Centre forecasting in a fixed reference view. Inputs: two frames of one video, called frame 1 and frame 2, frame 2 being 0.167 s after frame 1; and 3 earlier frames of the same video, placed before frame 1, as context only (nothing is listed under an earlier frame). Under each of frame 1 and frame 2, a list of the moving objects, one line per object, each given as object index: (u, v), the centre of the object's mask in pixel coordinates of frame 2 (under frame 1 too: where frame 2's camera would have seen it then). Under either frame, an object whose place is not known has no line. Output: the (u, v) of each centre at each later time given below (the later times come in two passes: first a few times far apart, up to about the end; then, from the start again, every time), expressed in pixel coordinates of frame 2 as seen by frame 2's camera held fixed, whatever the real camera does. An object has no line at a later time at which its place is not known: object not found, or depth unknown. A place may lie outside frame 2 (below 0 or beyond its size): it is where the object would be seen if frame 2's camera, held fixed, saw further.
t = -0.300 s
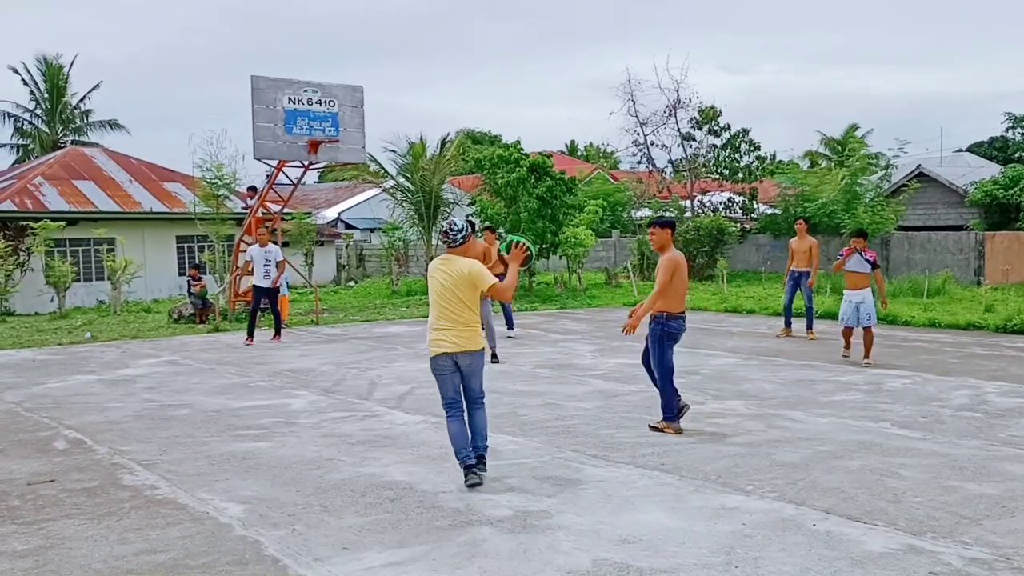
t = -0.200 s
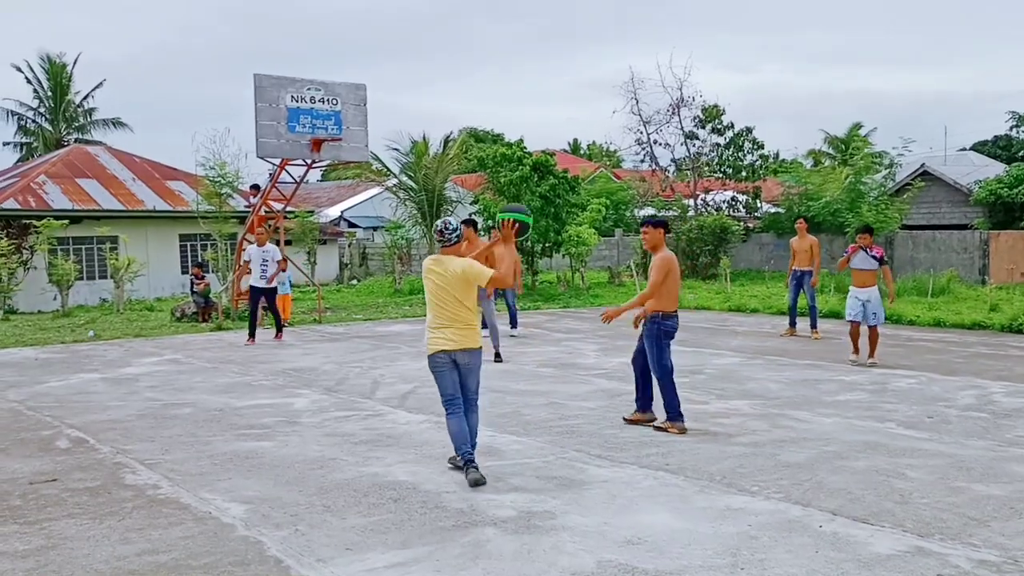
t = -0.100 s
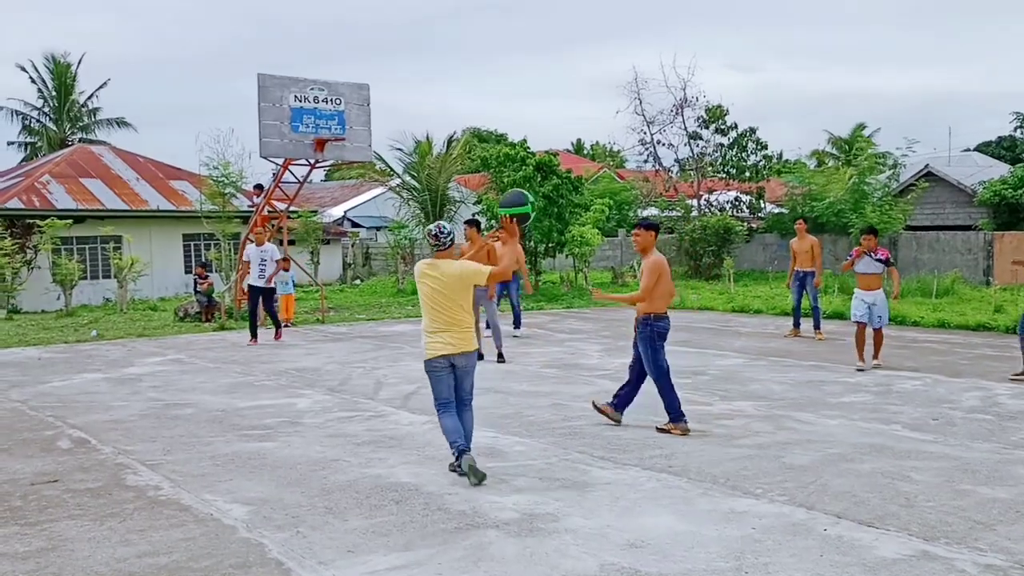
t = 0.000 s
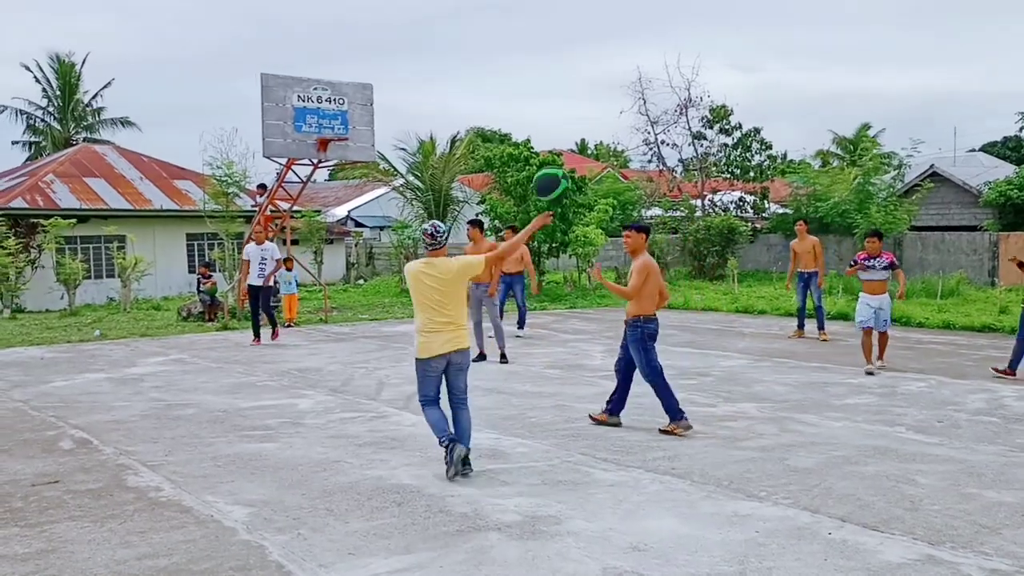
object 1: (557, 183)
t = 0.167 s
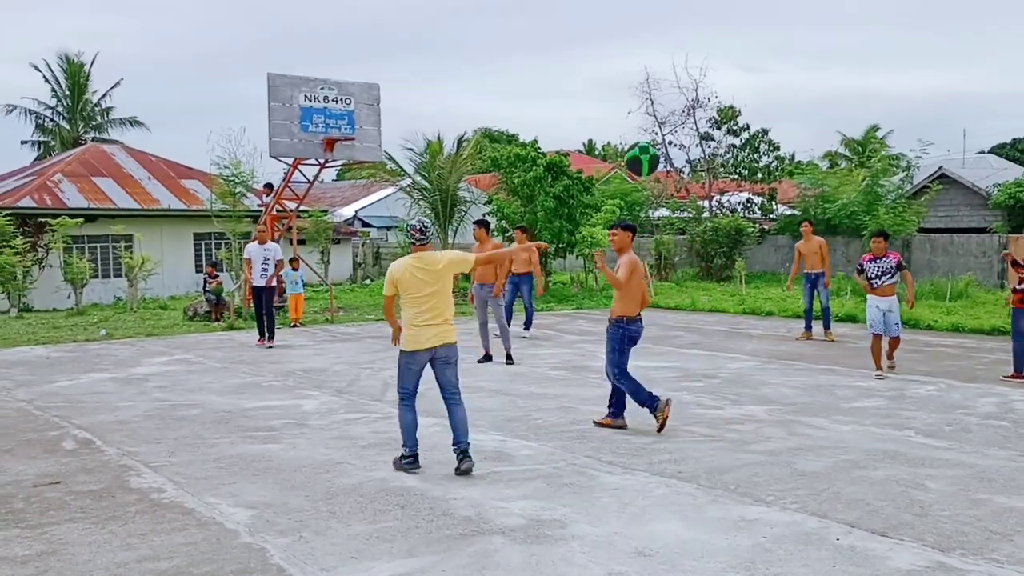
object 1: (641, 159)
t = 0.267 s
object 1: (688, 164)
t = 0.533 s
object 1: (801, 245)
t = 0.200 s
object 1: (657, 160)
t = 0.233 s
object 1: (673, 161)
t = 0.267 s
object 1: (688, 164)
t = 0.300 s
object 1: (702, 170)
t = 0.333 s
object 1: (716, 177)
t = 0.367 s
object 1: (731, 183)
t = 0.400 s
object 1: (745, 193)
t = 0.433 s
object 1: (760, 204)
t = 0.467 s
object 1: (774, 215)
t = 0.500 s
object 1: (788, 229)
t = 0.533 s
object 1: (801, 245)
